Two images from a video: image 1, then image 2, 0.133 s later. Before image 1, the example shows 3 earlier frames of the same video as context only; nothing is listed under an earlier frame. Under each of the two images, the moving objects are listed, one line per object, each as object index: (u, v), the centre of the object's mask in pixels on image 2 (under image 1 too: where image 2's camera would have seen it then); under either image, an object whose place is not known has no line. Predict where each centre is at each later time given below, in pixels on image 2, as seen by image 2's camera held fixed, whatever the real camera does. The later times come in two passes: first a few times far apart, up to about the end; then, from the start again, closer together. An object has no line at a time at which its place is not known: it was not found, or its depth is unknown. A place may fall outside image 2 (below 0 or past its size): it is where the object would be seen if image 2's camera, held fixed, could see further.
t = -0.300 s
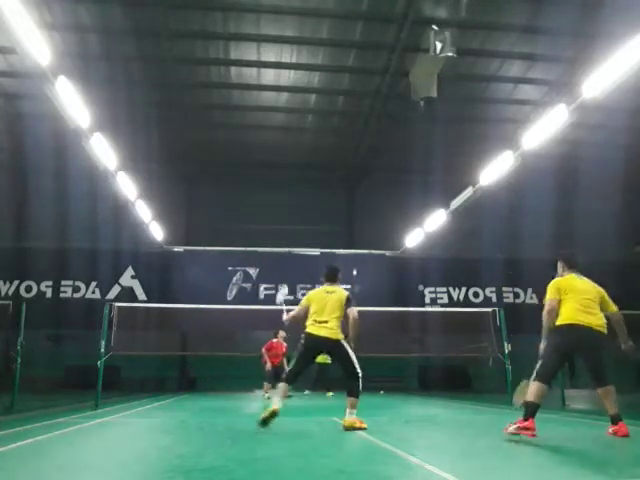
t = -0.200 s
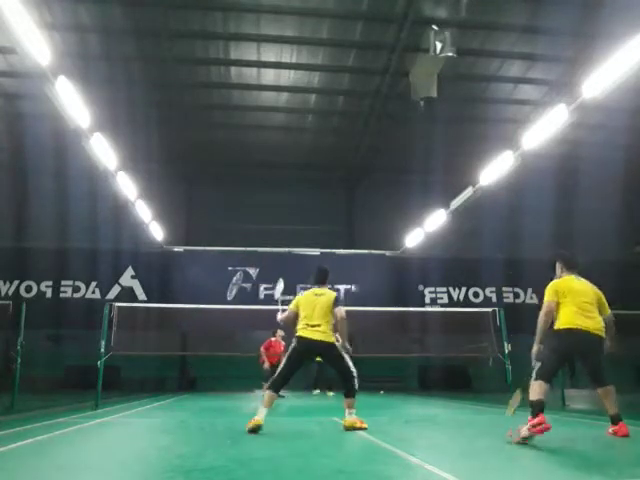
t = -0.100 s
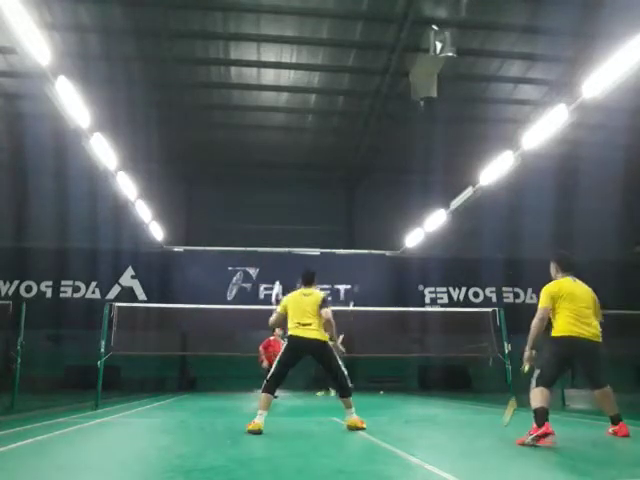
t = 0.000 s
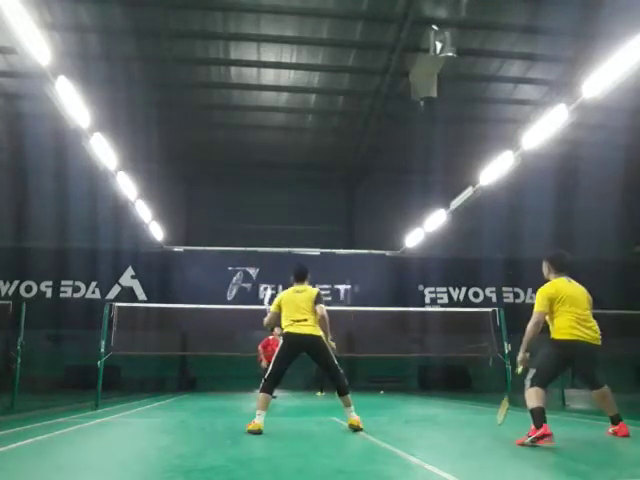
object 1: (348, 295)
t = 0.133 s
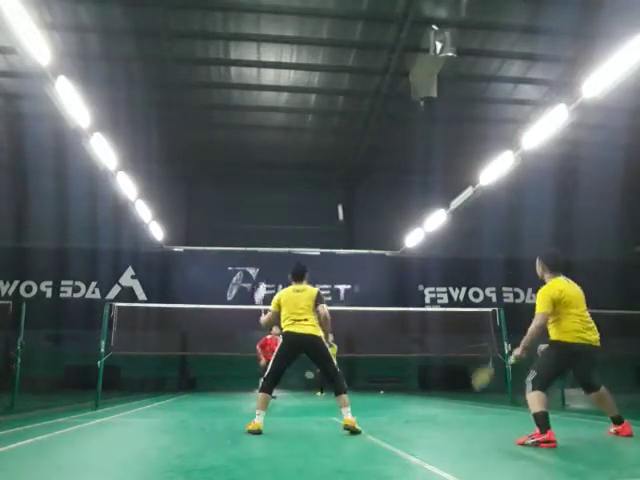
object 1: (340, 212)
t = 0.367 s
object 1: (331, 119)
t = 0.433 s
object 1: (330, 97)
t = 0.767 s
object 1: (325, 34)
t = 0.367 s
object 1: (331, 119)
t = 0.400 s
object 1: (330, 107)
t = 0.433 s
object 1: (330, 97)
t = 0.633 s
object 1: (326, 51)
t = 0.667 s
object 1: (325, 46)
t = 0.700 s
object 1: (325, 41)
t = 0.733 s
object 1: (325, 37)
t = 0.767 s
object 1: (325, 34)
